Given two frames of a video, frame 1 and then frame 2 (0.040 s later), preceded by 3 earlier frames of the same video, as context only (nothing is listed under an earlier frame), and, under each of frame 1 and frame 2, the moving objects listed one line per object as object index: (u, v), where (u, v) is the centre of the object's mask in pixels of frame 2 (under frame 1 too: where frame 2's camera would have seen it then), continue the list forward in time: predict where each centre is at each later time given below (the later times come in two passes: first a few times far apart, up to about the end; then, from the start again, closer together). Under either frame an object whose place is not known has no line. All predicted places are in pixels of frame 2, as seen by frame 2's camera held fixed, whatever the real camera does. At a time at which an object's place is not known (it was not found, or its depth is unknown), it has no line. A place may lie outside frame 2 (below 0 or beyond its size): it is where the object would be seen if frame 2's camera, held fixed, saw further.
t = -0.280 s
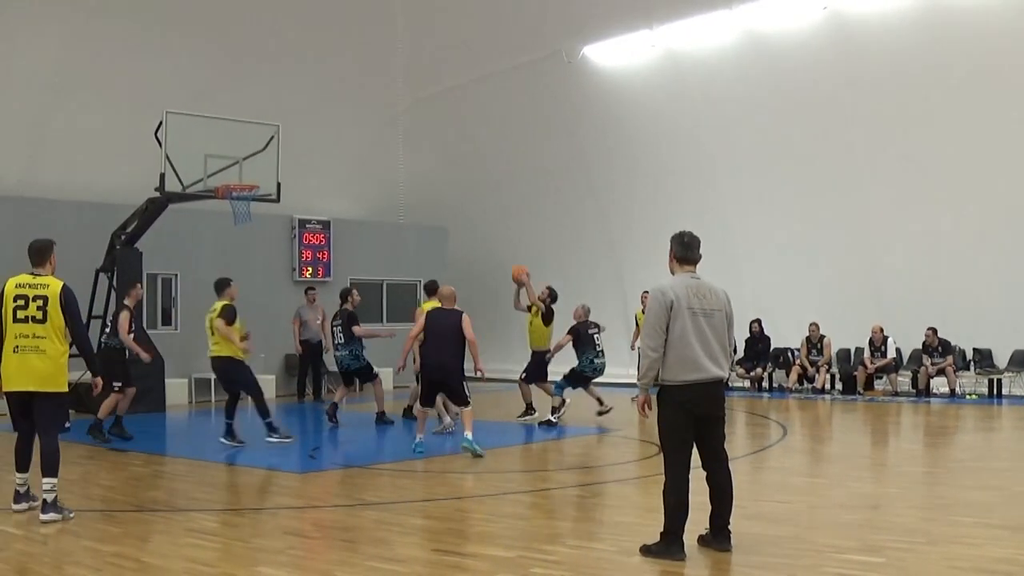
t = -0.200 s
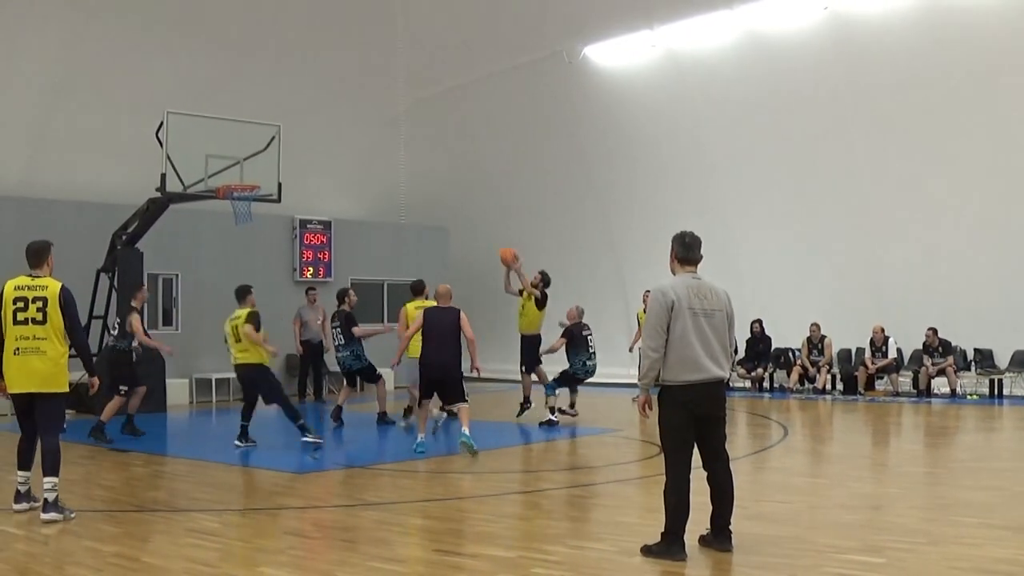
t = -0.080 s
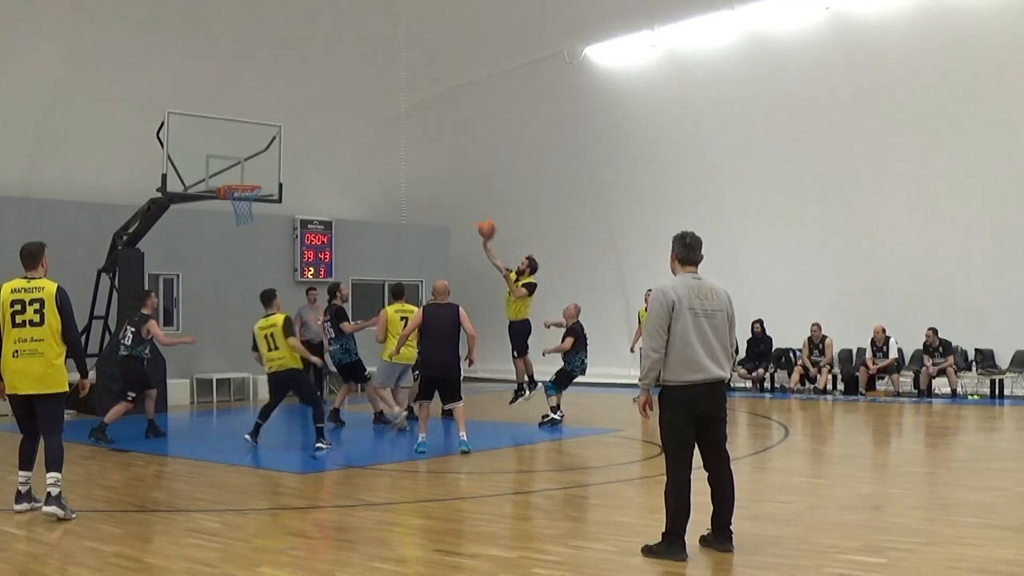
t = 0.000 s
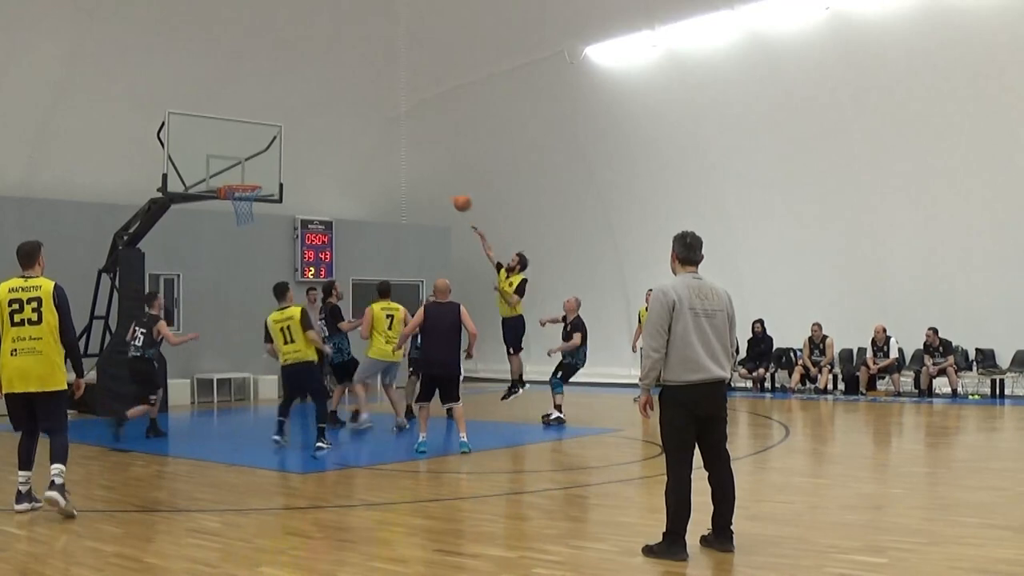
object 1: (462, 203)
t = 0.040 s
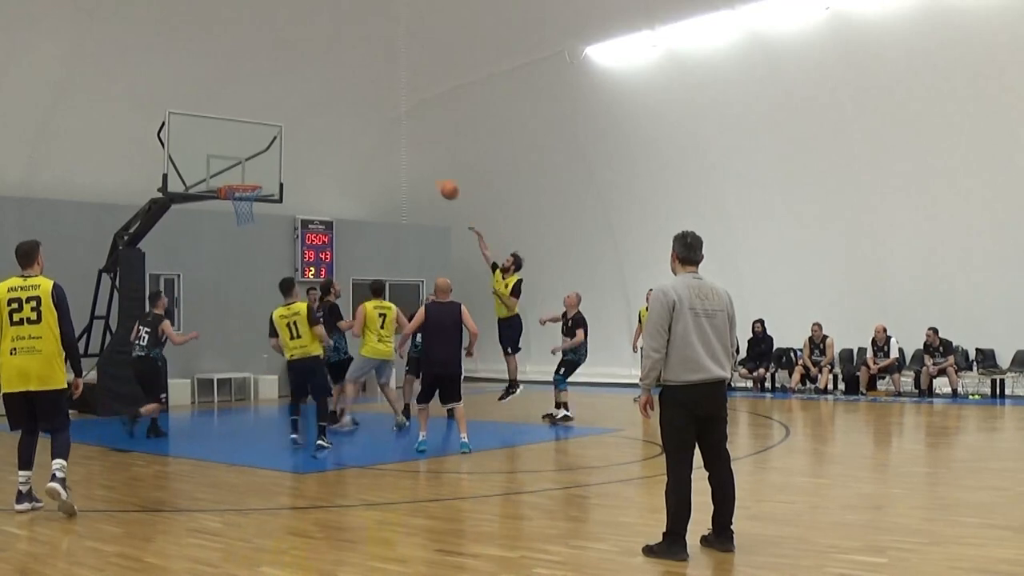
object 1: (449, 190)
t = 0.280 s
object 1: (373, 146)
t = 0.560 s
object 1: (284, 148)
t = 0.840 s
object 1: (235, 157)
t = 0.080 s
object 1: (436, 179)
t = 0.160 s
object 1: (410, 162)
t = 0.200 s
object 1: (398, 155)
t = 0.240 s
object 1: (386, 150)
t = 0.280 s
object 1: (373, 146)
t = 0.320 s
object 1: (360, 143)
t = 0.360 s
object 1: (348, 140)
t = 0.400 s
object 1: (335, 139)
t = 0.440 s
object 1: (323, 139)
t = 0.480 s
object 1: (310, 141)
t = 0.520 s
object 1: (297, 143)
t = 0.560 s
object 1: (284, 148)
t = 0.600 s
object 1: (271, 153)
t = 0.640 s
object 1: (259, 159)
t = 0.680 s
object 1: (246, 167)
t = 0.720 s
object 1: (234, 175)
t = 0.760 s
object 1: (231, 172)
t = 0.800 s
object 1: (234, 164)
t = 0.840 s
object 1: (235, 157)
